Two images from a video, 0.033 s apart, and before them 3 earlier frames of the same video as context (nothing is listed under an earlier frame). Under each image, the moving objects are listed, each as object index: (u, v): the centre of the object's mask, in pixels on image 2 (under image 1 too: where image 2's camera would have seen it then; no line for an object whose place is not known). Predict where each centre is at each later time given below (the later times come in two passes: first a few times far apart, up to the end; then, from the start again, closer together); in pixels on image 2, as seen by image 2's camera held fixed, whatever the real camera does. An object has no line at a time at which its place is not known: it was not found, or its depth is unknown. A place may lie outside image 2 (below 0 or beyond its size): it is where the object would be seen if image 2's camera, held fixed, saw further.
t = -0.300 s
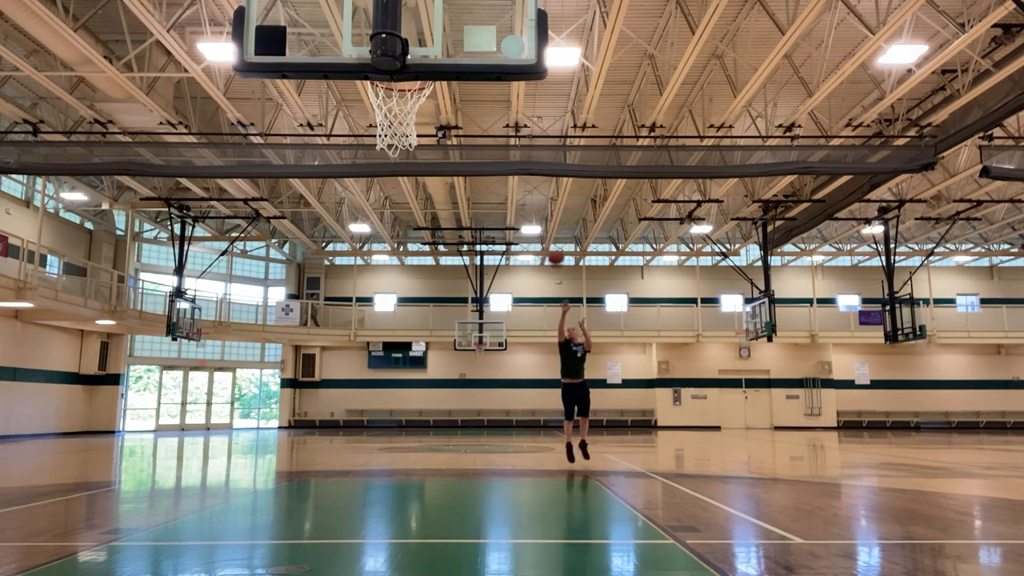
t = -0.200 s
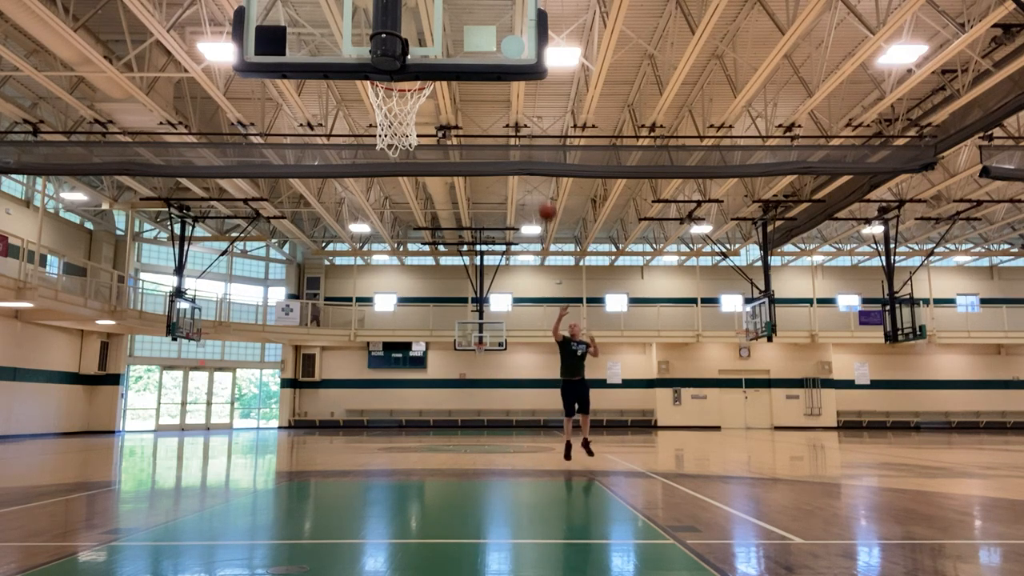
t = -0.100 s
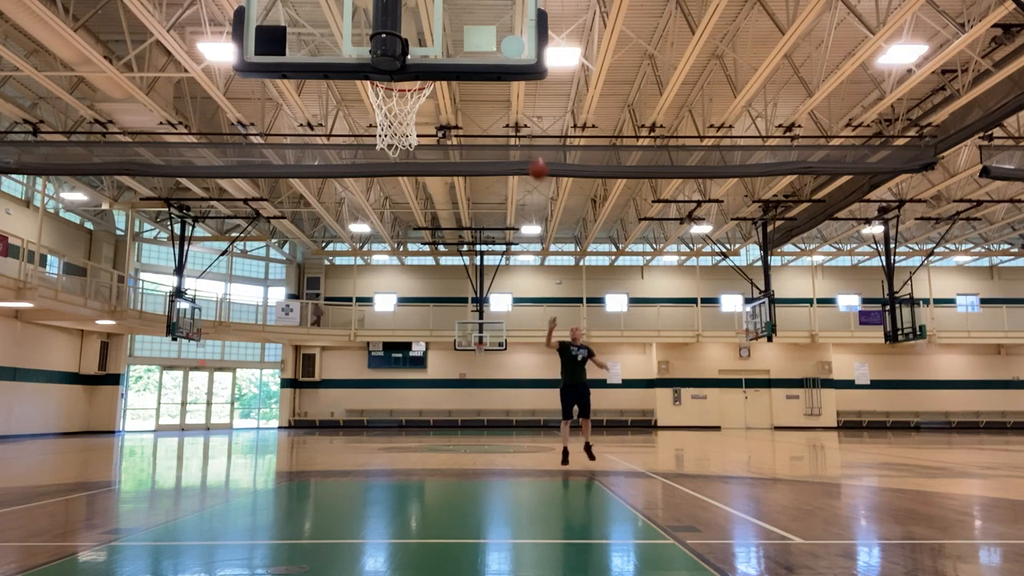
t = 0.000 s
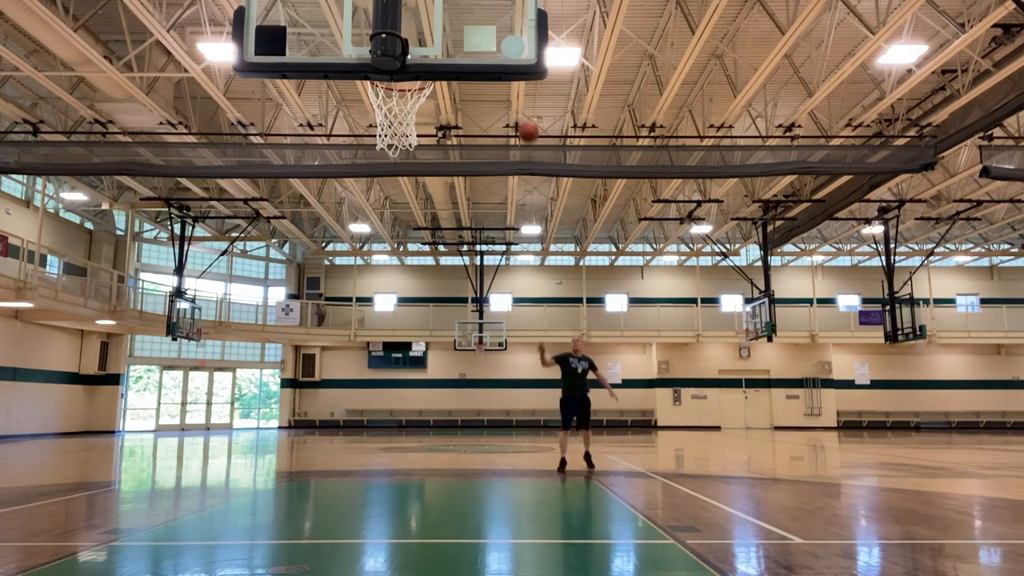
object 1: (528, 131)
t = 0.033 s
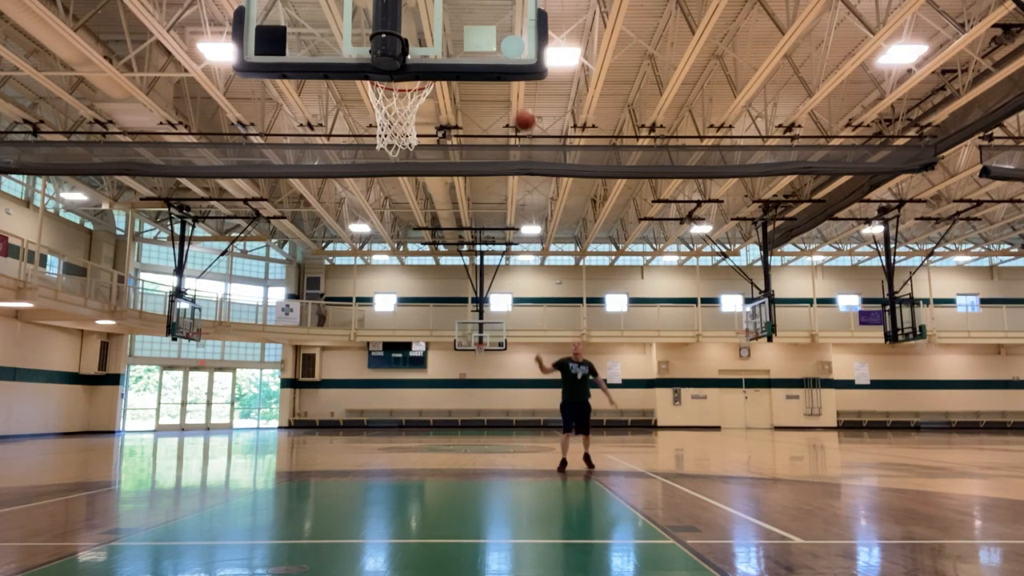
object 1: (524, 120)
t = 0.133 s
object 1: (514, 90)
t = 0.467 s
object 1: (464, 23)
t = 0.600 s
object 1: (442, 29)
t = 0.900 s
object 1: (400, 134)
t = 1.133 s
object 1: (411, 173)
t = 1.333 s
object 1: (418, 265)
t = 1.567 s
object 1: (424, 432)
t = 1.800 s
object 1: (433, 413)
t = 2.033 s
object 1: (442, 316)
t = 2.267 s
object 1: (448, 296)
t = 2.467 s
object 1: (454, 337)
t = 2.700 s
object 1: (459, 460)
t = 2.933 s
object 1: (468, 437)
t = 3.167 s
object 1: (478, 378)
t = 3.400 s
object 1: (487, 399)
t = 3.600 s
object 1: (494, 482)
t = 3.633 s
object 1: (495, 502)
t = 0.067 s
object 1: (521, 109)
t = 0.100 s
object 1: (518, 98)
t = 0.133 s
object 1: (514, 90)
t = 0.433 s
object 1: (470, 22)
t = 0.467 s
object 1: (464, 23)
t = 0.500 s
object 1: (458, 23)
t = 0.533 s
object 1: (454, 25)
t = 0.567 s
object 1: (451, 26)
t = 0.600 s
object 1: (442, 29)
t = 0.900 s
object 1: (400, 134)
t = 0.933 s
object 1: (402, 135)
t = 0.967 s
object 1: (404, 138)
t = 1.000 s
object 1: (406, 142)
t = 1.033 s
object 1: (407, 148)
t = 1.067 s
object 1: (408, 155)
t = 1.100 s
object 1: (409, 163)
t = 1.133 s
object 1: (411, 173)
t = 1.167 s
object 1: (412, 184)
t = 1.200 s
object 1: (414, 197)
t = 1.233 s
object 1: (414, 213)
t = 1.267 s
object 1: (416, 228)
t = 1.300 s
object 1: (418, 244)
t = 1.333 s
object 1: (418, 265)
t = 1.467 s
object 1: (422, 353)
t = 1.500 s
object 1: (422, 376)
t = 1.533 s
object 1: (424, 404)
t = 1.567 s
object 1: (424, 432)
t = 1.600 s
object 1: (426, 463)
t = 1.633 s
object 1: (426, 496)
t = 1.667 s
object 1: (428, 505)
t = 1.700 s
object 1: (429, 479)
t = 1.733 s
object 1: (431, 455)
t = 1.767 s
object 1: (432, 433)
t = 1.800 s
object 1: (433, 413)
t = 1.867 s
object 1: (436, 377)
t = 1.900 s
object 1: (438, 361)
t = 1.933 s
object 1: (438, 348)
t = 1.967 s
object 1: (439, 336)
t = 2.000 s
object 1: (440, 325)
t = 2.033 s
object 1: (442, 316)
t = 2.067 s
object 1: (443, 309)
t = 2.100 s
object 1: (446, 303)
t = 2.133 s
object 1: (446, 299)
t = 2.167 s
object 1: (446, 296)
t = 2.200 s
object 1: (447, 295)
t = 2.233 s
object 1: (448, 295)
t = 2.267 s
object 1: (448, 296)
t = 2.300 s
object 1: (449, 299)
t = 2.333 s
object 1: (450, 304)
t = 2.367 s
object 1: (451, 310)
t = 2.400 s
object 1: (452, 317)
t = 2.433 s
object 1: (453, 326)
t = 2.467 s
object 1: (454, 337)
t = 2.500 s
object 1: (455, 349)
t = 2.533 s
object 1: (455, 364)
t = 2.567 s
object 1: (456, 379)
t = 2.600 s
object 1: (457, 396)
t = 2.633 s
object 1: (458, 415)
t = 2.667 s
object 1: (458, 436)
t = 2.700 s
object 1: (459, 460)
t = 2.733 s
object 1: (460, 484)
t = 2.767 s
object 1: (460, 510)
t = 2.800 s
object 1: (461, 509)
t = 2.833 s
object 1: (463, 488)
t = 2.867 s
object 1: (465, 469)
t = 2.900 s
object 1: (466, 452)
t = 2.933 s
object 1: (468, 437)
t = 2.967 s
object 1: (469, 423)
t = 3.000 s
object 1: (470, 411)
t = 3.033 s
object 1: (472, 401)
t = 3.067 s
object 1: (473, 393)
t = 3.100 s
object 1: (475, 386)
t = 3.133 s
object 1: (476, 381)
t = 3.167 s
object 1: (478, 378)
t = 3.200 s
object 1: (479, 376)
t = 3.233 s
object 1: (480, 376)
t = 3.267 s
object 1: (482, 377)
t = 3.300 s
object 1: (483, 380)
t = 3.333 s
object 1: (485, 385)
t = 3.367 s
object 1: (487, 391)
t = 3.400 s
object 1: (487, 399)
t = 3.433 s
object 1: (488, 408)
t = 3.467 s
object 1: (490, 420)
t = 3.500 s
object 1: (490, 433)
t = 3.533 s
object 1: (492, 447)
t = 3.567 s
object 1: (493, 464)
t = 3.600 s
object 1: (494, 482)
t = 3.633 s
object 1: (495, 502)
